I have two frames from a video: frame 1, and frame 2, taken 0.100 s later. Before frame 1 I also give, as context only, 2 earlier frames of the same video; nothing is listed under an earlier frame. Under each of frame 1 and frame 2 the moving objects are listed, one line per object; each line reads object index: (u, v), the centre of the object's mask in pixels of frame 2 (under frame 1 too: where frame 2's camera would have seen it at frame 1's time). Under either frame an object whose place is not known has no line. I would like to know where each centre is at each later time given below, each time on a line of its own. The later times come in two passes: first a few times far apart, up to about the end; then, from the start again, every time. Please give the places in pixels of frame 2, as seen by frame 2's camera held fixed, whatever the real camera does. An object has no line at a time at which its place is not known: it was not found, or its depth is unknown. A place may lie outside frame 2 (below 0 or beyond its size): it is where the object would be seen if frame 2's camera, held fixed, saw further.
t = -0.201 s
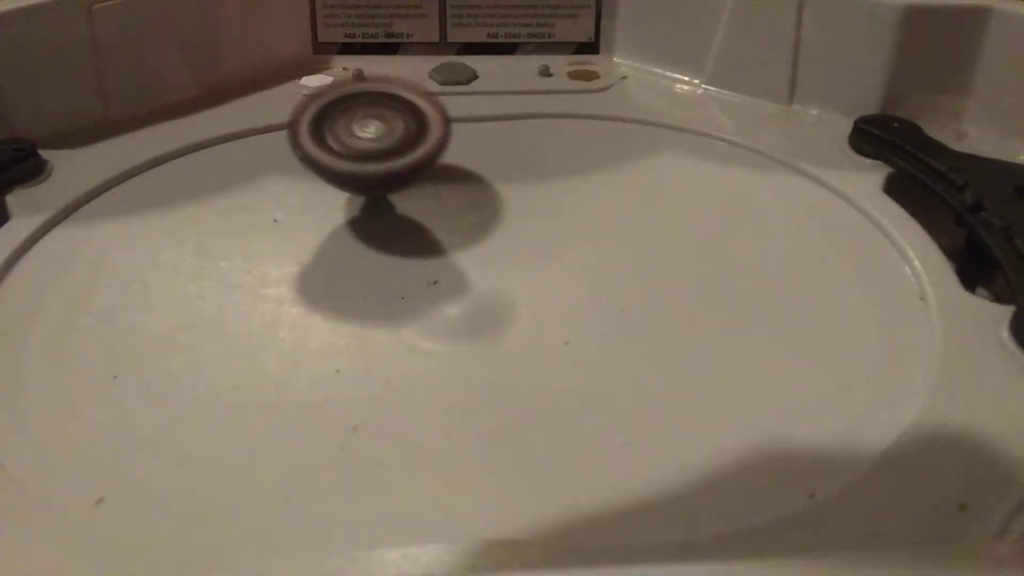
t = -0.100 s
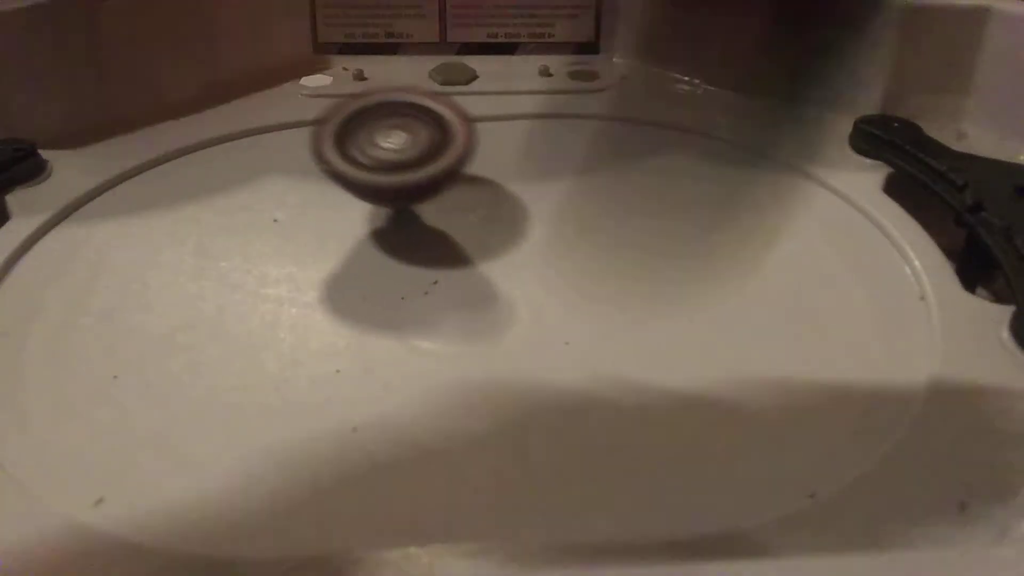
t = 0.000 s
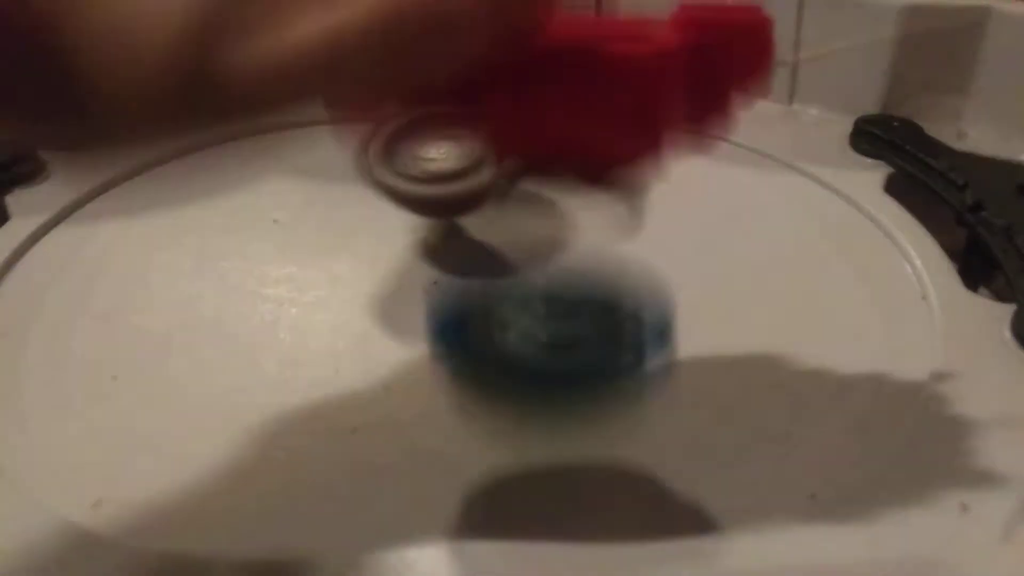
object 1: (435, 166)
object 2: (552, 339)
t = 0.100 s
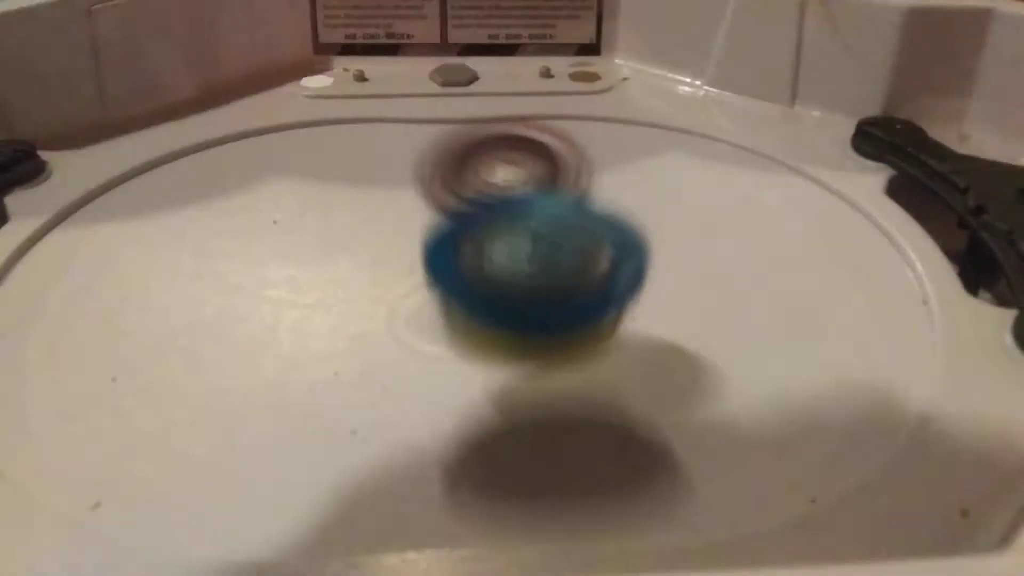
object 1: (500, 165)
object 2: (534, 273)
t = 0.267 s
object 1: (645, 154)
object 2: (499, 312)
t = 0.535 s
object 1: (723, 106)
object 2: (435, 308)
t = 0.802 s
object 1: (684, 116)
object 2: (408, 275)
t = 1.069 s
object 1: (647, 207)
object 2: (405, 267)
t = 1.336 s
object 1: (704, 280)
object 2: (448, 242)
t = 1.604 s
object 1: (735, 319)
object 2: (448, 243)
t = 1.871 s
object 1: (638, 333)
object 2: (443, 248)
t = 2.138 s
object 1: (540, 327)
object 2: (434, 230)
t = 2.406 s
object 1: (447, 319)
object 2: (417, 207)
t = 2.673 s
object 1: (356, 314)
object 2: (386, 195)
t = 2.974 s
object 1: (293, 406)
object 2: (406, 148)
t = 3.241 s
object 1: (459, 372)
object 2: (366, 127)
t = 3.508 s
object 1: (457, 296)
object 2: (381, 156)
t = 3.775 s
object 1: (342, 287)
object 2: (475, 183)
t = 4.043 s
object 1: (334, 291)
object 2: (608, 212)
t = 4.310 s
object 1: (359, 265)
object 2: (682, 220)
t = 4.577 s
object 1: (409, 226)
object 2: (701, 255)
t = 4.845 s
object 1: (415, 205)
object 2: (663, 311)
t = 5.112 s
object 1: (449, 204)
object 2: (605, 342)
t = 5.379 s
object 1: (516, 198)
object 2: (542, 357)
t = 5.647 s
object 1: (534, 187)
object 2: (503, 332)
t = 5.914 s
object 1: (559, 178)
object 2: (433, 306)
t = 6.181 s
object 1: (565, 191)
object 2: (401, 276)
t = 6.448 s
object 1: (647, 198)
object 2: (362, 249)
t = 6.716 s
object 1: (681, 215)
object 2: (393, 243)
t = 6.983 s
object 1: (642, 250)
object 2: (442, 245)
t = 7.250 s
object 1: (585, 294)
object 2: (430, 247)
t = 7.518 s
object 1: (517, 316)
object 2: (436, 223)
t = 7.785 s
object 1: (481, 323)
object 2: (442, 214)
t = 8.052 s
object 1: (461, 325)
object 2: (422, 204)
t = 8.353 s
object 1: (438, 321)
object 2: (420, 183)
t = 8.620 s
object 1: (454, 306)
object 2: (437, 182)
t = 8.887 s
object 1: (447, 307)
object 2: (481, 188)
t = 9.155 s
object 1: (409, 330)
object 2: (556, 230)
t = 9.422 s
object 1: (379, 312)
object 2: (584, 262)
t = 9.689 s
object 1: (342, 266)
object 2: (577, 296)
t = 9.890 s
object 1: (334, 232)
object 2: (539, 313)
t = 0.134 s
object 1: (531, 177)
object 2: (538, 320)
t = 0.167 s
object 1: (566, 170)
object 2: (524, 306)
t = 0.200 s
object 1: (594, 171)
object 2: (508, 311)
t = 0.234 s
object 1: (626, 161)
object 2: (501, 315)
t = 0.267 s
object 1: (645, 154)
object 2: (499, 312)
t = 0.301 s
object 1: (661, 147)
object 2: (494, 308)
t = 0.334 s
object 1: (676, 141)
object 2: (488, 302)
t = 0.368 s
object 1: (689, 135)
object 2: (482, 300)
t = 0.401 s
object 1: (701, 128)
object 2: (474, 302)
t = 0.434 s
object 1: (710, 121)
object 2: (464, 306)
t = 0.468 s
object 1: (716, 116)
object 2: (450, 311)
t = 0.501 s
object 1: (722, 110)
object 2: (438, 311)
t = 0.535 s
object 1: (723, 106)
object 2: (435, 308)
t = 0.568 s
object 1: (722, 102)
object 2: (432, 303)
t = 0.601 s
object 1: (720, 101)
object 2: (422, 298)
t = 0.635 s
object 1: (720, 100)
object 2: (405, 294)
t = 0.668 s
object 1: (719, 101)
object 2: (393, 290)
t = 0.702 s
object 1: (717, 102)
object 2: (389, 286)
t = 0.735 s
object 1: (710, 105)
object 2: (393, 283)
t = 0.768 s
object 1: (696, 109)
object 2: (401, 279)
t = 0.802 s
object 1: (684, 116)
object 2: (408, 275)
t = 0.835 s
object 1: (673, 124)
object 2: (410, 269)
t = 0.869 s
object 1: (661, 136)
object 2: (407, 263)
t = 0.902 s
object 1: (653, 147)
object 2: (402, 260)
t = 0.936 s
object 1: (647, 161)
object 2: (401, 259)
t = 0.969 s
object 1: (644, 175)
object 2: (404, 260)
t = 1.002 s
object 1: (643, 187)
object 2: (404, 263)
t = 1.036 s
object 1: (645, 198)
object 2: (403, 266)
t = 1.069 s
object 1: (647, 207)
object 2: (405, 267)
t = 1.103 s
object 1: (652, 218)
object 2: (406, 268)
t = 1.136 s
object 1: (658, 228)
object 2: (407, 266)
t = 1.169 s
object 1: (665, 238)
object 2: (413, 261)
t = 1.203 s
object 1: (672, 247)
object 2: (418, 258)
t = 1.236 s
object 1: (680, 256)
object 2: (425, 253)
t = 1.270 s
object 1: (689, 265)
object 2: (435, 248)
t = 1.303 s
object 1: (697, 273)
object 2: (445, 244)
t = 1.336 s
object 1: (704, 280)
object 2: (448, 242)
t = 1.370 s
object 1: (709, 289)
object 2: (447, 242)
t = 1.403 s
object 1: (714, 298)
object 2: (440, 245)
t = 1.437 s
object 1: (720, 305)
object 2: (429, 249)
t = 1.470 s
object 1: (726, 310)
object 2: (426, 251)
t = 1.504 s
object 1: (729, 313)
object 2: (428, 252)
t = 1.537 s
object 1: (732, 315)
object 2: (433, 252)
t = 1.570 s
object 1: (735, 317)
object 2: (440, 248)
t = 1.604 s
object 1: (735, 319)
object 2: (448, 243)
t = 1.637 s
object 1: (732, 321)
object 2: (451, 241)
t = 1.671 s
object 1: (726, 322)
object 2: (448, 242)
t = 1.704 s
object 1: (714, 323)
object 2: (443, 245)
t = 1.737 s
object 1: (700, 326)
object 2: (433, 248)
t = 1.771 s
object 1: (683, 329)
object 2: (425, 249)
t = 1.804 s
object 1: (667, 331)
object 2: (424, 249)
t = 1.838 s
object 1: (651, 333)
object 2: (432, 250)
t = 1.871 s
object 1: (638, 333)
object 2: (443, 248)
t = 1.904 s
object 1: (624, 333)
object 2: (450, 243)
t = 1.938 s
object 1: (609, 334)
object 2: (452, 238)
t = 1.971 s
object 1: (597, 333)
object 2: (450, 235)
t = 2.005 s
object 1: (585, 331)
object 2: (446, 232)
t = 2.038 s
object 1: (575, 329)
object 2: (444, 235)
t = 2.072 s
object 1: (567, 329)
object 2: (438, 238)
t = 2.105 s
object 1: (555, 328)
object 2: (434, 236)
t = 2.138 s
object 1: (540, 327)
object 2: (434, 230)
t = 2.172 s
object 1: (527, 324)
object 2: (439, 225)
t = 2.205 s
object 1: (515, 321)
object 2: (442, 221)
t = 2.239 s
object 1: (506, 321)
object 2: (443, 218)
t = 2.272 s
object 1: (499, 323)
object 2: (442, 214)
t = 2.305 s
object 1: (487, 325)
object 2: (442, 211)
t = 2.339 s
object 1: (472, 323)
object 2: (439, 209)
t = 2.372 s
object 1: (458, 322)
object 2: (429, 208)
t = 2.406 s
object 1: (447, 319)
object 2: (417, 207)
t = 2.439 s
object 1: (438, 313)
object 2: (405, 204)
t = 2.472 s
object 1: (430, 309)
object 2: (396, 202)
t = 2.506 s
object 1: (418, 310)
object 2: (392, 200)
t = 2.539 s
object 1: (406, 306)
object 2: (390, 198)
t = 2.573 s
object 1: (393, 306)
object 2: (387, 196)
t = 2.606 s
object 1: (379, 310)
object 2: (387, 193)
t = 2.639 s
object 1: (366, 311)
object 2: (387, 193)
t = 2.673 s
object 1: (356, 314)
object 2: (386, 195)
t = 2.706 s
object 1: (349, 317)
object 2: (381, 197)
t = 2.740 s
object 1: (347, 319)
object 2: (374, 199)
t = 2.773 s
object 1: (345, 316)
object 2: (367, 201)
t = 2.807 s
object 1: (342, 313)
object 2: (364, 202)
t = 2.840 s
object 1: (320, 332)
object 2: (376, 199)
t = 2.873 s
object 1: (288, 366)
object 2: (393, 185)
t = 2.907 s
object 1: (279, 384)
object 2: (404, 168)
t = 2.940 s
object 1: (281, 398)
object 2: (407, 156)
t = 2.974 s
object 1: (293, 406)
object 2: (406, 148)
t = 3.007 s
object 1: (313, 409)
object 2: (401, 141)
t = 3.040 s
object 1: (337, 409)
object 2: (395, 136)
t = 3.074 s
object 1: (361, 405)
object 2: (388, 133)
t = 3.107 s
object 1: (385, 399)
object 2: (381, 130)
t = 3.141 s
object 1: (407, 394)
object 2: (375, 127)
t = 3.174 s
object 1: (425, 387)
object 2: (371, 127)
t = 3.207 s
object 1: (444, 381)
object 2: (368, 127)
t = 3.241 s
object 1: (459, 372)
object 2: (366, 127)
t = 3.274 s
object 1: (473, 364)
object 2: (364, 128)
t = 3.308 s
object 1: (482, 356)
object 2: (363, 129)
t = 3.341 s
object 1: (485, 346)
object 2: (363, 131)
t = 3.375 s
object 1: (485, 336)
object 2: (364, 134)
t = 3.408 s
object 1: (482, 326)
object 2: (367, 140)
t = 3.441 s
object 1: (476, 315)
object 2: (371, 146)
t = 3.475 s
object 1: (468, 305)
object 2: (377, 153)
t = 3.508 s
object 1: (457, 296)
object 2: (381, 156)
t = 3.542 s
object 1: (444, 287)
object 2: (385, 157)
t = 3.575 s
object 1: (431, 278)
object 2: (388, 157)
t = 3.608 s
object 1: (420, 272)
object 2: (395, 159)
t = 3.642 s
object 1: (389, 270)
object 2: (408, 158)
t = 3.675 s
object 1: (360, 278)
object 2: (426, 167)
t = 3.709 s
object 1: (348, 284)
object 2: (443, 172)
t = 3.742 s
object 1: (344, 286)
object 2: (458, 176)
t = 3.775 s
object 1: (342, 287)
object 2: (475, 183)
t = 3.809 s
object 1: (339, 288)
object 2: (495, 190)
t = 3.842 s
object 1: (336, 287)
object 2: (515, 198)
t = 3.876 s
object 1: (329, 287)
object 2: (534, 203)
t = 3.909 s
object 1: (326, 289)
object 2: (551, 207)
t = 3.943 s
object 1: (325, 291)
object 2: (566, 210)
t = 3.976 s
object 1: (327, 293)
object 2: (580, 212)
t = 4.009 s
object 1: (330, 293)
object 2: (594, 212)
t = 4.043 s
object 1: (334, 291)
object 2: (608, 212)
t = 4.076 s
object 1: (338, 288)
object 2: (622, 212)
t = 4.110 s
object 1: (341, 284)
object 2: (637, 212)
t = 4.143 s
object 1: (344, 280)
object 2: (649, 213)
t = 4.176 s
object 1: (346, 276)
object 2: (660, 214)
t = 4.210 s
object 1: (348, 274)
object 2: (668, 215)
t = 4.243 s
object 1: (350, 270)
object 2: (673, 216)
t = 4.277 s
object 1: (353, 268)
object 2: (678, 218)
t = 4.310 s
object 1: (359, 265)
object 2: (682, 220)
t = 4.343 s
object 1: (364, 261)
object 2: (684, 222)
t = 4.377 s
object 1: (371, 258)
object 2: (689, 227)
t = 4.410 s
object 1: (378, 253)
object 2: (690, 228)
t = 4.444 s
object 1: (386, 249)
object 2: (695, 233)
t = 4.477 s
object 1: (393, 245)
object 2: (698, 237)
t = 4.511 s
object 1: (399, 240)
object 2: (700, 242)
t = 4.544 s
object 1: (403, 232)
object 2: (701, 249)
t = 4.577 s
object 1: (409, 226)
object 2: (701, 255)
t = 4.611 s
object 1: (413, 221)
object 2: (700, 262)
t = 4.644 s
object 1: (415, 219)
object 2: (698, 269)
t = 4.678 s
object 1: (415, 216)
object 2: (694, 275)
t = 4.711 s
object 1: (415, 214)
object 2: (690, 282)
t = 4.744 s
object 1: (415, 210)
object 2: (683, 290)
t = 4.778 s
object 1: (415, 207)
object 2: (677, 298)
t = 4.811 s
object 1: (415, 205)
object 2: (670, 305)
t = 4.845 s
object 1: (415, 205)
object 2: (663, 311)
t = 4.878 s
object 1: (416, 204)
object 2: (656, 317)
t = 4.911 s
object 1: (418, 204)
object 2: (649, 321)
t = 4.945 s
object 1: (421, 203)
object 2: (642, 326)
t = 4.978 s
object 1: (425, 203)
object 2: (635, 330)
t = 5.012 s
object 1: (429, 204)
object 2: (628, 334)
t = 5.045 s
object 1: (436, 204)
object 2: (620, 337)
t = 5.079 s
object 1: (442, 205)
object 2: (613, 340)
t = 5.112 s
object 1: (449, 204)
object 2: (605, 342)
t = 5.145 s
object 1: (456, 204)
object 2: (597, 344)
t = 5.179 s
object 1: (465, 206)
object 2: (589, 345)
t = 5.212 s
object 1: (473, 206)
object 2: (580, 346)
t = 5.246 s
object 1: (483, 206)
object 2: (572, 347)
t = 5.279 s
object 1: (493, 206)
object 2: (564, 348)
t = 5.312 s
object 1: (504, 204)
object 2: (557, 354)
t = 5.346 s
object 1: (511, 201)
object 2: (549, 357)
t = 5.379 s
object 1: (516, 198)
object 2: (542, 357)
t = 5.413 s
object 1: (520, 195)
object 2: (538, 356)
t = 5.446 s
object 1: (523, 193)
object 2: (533, 354)
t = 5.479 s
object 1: (526, 191)
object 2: (529, 352)
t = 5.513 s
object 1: (528, 190)
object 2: (524, 348)
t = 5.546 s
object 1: (530, 189)
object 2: (520, 345)
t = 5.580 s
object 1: (531, 188)
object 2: (514, 341)
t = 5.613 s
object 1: (533, 187)
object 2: (508, 336)
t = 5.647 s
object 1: (534, 187)
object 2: (503, 332)
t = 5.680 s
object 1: (536, 188)
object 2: (497, 328)
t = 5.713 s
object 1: (538, 188)
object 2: (489, 326)
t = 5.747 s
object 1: (544, 187)
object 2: (474, 326)
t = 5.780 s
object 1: (548, 185)
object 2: (462, 324)
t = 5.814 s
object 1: (551, 183)
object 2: (452, 321)
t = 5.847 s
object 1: (555, 180)
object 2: (444, 316)
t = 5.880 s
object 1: (557, 179)
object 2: (438, 312)
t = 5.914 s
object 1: (559, 178)
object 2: (433, 306)
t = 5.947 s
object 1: (560, 177)
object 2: (429, 301)
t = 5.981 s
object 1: (561, 177)
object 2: (422, 298)
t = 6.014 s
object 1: (563, 178)
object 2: (414, 294)
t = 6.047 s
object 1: (563, 179)
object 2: (406, 291)
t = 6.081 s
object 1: (563, 181)
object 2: (402, 288)
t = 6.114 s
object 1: (564, 184)
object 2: (401, 283)
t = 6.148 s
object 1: (564, 187)
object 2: (400, 280)
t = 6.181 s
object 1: (565, 191)
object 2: (401, 276)
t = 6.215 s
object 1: (566, 195)
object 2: (401, 272)
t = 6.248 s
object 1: (582, 196)
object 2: (386, 269)
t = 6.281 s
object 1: (600, 197)
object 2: (372, 265)
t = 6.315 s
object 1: (612, 197)
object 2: (364, 260)
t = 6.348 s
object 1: (622, 197)
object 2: (361, 256)
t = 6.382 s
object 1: (630, 197)
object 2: (361, 254)
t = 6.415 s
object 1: (639, 198)
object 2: (361, 251)
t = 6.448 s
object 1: (647, 198)
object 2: (362, 249)
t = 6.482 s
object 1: (654, 199)
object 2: (364, 248)
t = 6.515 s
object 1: (660, 201)
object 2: (366, 247)
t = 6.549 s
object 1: (666, 202)
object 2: (369, 246)
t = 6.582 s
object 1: (671, 204)
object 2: (373, 246)
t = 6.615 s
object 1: (675, 206)
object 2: (377, 245)
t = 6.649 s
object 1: (679, 208)
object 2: (382, 244)
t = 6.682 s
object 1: (680, 211)
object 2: (387, 244)
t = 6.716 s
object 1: (681, 215)
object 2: (393, 243)
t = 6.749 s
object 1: (681, 218)
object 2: (399, 242)
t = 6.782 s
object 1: (678, 222)
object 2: (405, 242)
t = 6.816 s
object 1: (675, 226)
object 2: (412, 241)
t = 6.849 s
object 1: (671, 231)
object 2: (419, 241)
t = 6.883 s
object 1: (666, 235)
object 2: (425, 241)
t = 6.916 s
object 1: (659, 240)
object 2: (432, 241)
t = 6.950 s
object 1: (651, 245)
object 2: (438, 243)
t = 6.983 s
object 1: (642, 250)
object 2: (442, 245)
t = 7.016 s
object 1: (633, 255)
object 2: (446, 247)
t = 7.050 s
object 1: (623, 261)
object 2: (449, 247)
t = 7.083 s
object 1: (621, 267)
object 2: (442, 243)
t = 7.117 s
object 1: (614, 274)
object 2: (437, 241)
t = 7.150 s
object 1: (606, 279)
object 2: (435, 241)
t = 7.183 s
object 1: (600, 284)
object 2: (435, 243)
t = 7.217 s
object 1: (592, 289)
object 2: (433, 246)
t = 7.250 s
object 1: (585, 294)
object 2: (430, 247)
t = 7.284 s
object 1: (577, 299)
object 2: (427, 246)
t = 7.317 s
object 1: (567, 303)
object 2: (426, 243)
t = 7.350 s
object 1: (558, 306)
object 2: (426, 239)
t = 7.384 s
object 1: (549, 309)
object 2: (426, 236)
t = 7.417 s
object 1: (540, 311)
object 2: (427, 232)
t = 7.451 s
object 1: (532, 313)
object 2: (430, 230)
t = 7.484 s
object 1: (524, 314)
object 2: (432, 226)
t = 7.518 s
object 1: (517, 316)
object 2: (436, 223)
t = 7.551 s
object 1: (509, 320)
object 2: (440, 219)
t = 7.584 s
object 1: (504, 322)
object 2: (442, 216)
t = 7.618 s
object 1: (500, 323)
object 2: (443, 217)
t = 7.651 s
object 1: (496, 323)
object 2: (443, 217)
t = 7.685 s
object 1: (493, 323)
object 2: (443, 218)
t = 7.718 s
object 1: (490, 323)
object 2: (443, 218)
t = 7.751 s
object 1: (485, 324)
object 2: (443, 216)
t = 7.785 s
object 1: (481, 323)
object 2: (442, 214)
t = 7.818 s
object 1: (477, 322)
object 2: (440, 213)
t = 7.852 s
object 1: (473, 319)
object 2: (437, 213)
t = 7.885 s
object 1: (466, 324)
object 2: (435, 210)
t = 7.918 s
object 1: (462, 329)
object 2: (433, 208)
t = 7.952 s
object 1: (461, 329)
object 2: (431, 207)
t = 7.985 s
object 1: (461, 328)
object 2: (429, 206)
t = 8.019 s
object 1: (461, 327)
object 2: (426, 205)
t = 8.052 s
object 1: (461, 325)
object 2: (422, 204)
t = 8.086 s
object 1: (459, 320)
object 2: (419, 203)
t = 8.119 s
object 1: (458, 315)
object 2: (417, 201)
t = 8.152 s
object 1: (456, 311)
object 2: (415, 199)
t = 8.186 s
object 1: (454, 305)
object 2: (413, 197)
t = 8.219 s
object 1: (452, 300)
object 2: (412, 195)
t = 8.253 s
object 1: (442, 308)
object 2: (413, 190)
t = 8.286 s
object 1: (437, 315)
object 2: (416, 187)
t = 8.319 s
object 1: (436, 319)
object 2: (418, 185)
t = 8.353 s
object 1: (438, 321)
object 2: (420, 183)
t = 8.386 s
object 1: (440, 321)
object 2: (421, 182)
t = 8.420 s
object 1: (444, 322)
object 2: (422, 182)
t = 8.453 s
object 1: (446, 321)
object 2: (423, 181)
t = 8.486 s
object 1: (448, 321)
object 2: (426, 182)
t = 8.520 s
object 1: (451, 318)
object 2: (428, 182)
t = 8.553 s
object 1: (453, 314)
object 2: (431, 182)
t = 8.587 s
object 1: (454, 310)
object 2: (434, 183)
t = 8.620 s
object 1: (454, 306)
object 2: (437, 182)
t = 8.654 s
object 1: (456, 302)
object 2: (440, 183)
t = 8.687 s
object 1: (455, 296)
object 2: (443, 183)
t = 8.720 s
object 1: (452, 294)
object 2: (447, 183)
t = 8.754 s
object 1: (447, 301)
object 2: (456, 182)
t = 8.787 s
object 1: (446, 304)
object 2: (463, 182)
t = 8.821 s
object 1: (446, 305)
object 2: (470, 183)
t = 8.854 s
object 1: (448, 306)
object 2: (476, 186)
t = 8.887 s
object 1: (447, 307)
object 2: (481, 188)
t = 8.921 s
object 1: (448, 306)
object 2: (486, 192)
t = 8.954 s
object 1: (449, 305)
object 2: (492, 194)
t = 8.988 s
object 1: (449, 304)
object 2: (499, 198)
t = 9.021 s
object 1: (435, 311)
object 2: (511, 201)
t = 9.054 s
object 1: (421, 321)
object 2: (533, 218)
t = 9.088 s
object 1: (416, 326)
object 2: (543, 223)
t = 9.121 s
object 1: (411, 329)
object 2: (550, 227)
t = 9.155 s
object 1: (409, 330)
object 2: (556, 230)
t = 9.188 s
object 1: (406, 331)
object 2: (562, 234)
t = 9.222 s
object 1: (403, 330)
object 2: (567, 237)
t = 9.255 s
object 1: (399, 329)
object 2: (571, 241)
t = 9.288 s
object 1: (395, 327)
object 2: (575, 245)
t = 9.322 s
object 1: (391, 324)
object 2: (579, 248)
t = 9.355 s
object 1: (387, 320)
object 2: (581, 253)
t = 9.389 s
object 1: (383, 316)
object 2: (583, 257)
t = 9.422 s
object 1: (379, 312)
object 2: (584, 262)
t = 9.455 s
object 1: (375, 307)
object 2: (584, 267)
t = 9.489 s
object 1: (372, 302)
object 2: (583, 271)
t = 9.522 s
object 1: (369, 296)
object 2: (581, 276)
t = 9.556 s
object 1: (367, 290)
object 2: (578, 281)
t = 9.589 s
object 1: (364, 284)
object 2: (576, 285)
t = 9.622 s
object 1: (353, 278)
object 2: (580, 288)
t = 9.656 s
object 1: (347, 272)
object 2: (580, 292)
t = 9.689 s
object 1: (342, 266)
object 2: (577, 296)
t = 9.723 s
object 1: (339, 260)
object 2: (572, 300)
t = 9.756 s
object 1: (336, 254)
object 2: (566, 303)
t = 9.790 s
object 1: (334, 248)
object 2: (560, 306)
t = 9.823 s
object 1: (333, 243)
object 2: (553, 309)
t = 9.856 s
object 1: (332, 237)
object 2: (546, 311)
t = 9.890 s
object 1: (334, 232)
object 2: (539, 313)
